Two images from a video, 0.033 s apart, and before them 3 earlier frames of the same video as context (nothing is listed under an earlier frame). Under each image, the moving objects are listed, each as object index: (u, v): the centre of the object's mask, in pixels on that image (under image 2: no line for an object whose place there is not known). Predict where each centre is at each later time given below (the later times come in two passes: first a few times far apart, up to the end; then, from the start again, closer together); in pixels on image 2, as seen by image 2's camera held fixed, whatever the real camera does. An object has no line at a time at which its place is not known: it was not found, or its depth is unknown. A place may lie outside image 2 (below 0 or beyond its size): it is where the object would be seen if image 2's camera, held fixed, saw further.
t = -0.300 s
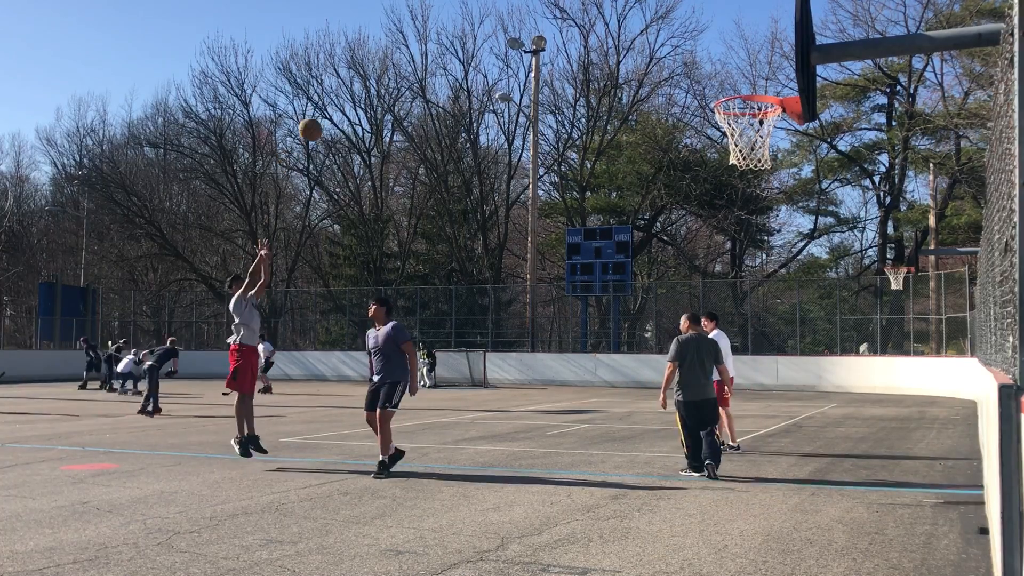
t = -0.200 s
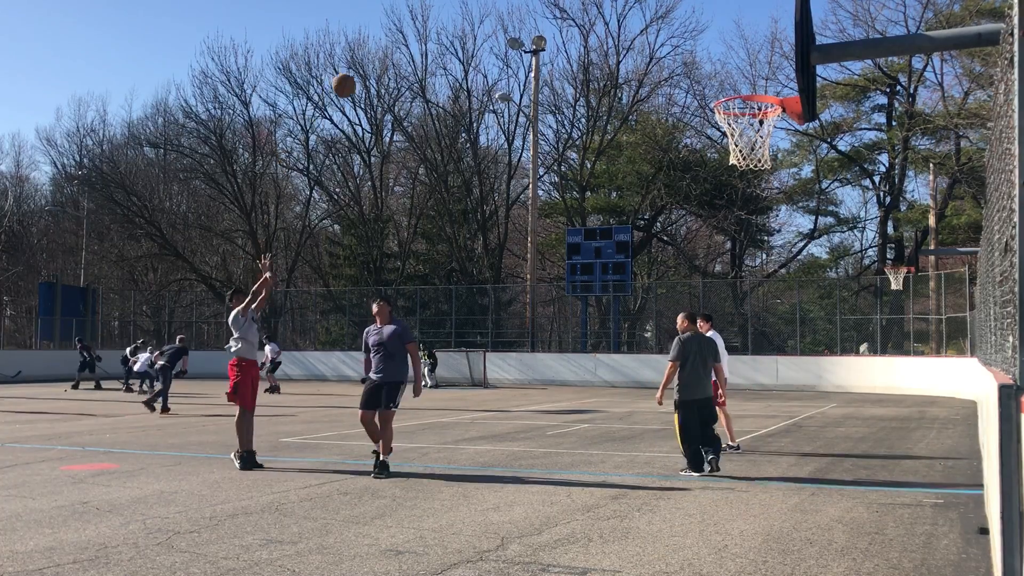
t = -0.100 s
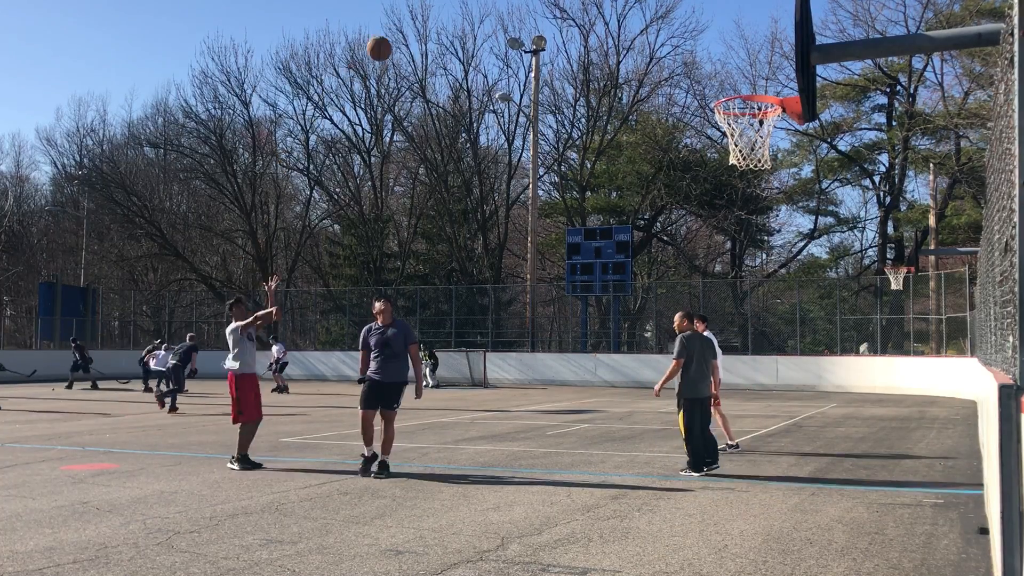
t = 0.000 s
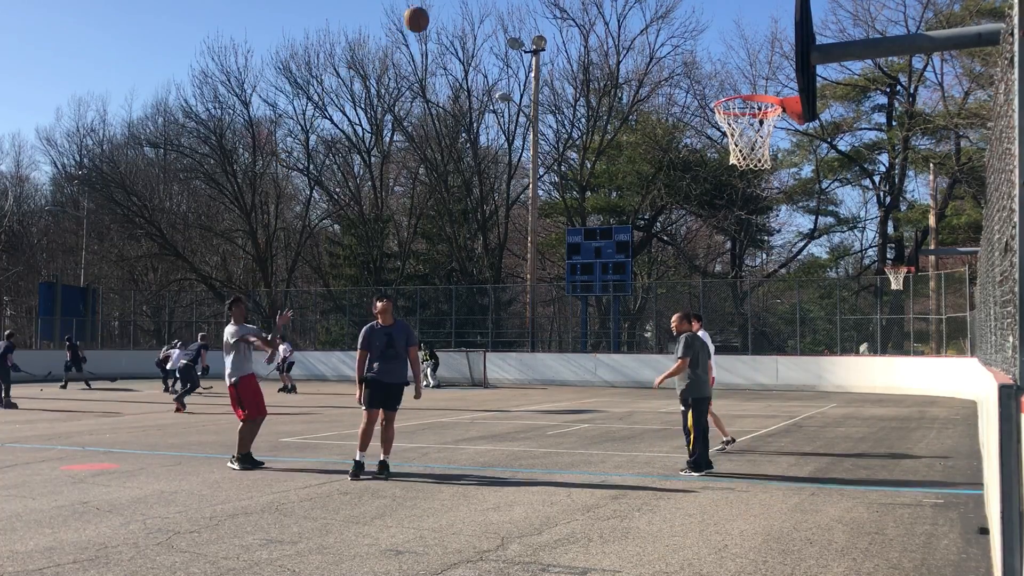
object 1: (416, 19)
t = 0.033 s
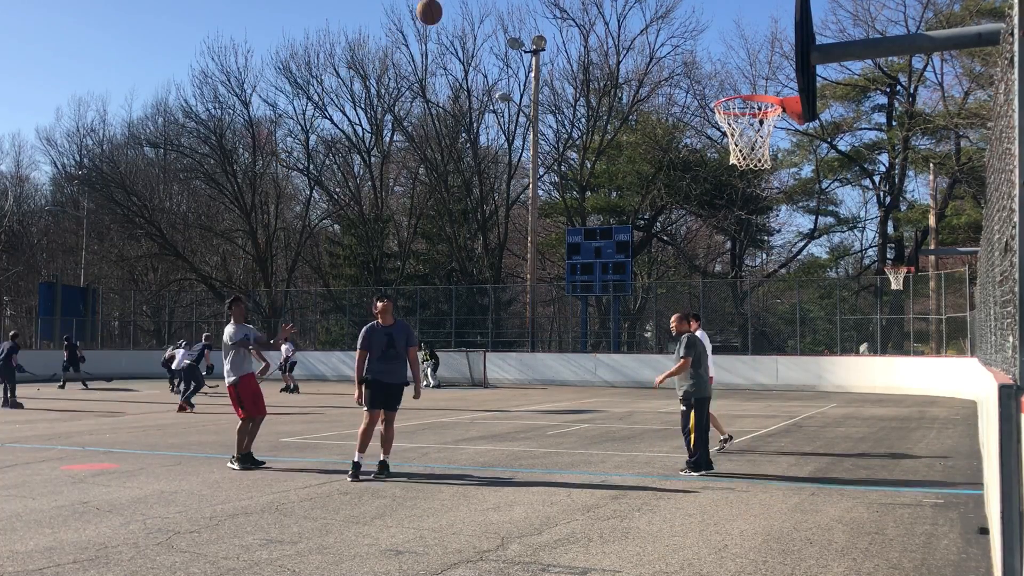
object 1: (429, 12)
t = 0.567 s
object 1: (681, 46)
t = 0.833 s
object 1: (789, 149)
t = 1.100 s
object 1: (819, 256)
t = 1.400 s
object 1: (859, 495)
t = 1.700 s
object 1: (812, 348)
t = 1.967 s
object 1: (768, 294)
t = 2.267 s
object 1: (724, 341)
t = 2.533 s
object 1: (689, 474)
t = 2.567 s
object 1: (685, 495)
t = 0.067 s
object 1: (443, 8)
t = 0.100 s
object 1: (456, 5)
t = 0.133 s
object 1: (470, 3)
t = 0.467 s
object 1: (626, 13)
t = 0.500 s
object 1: (643, 22)
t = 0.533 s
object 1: (662, 33)
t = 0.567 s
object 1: (681, 46)
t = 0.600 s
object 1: (700, 61)
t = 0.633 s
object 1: (720, 78)
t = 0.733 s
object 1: (775, 130)
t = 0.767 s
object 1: (781, 136)
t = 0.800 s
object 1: (785, 142)
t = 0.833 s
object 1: (789, 149)
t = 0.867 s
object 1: (793, 156)
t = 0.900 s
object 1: (796, 166)
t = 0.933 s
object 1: (800, 178)
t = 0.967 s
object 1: (803, 190)
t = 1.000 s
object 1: (807, 204)
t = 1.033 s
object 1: (811, 220)
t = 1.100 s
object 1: (819, 256)
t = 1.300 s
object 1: (844, 401)
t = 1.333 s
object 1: (848, 431)
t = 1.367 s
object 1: (854, 462)
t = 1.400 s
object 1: (859, 495)
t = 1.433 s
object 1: (859, 507)
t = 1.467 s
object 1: (853, 481)
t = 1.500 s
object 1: (847, 457)
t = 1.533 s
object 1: (841, 435)
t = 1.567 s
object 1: (835, 414)
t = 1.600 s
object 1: (829, 395)
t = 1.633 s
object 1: (823, 378)
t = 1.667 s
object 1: (818, 362)
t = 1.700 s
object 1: (812, 348)
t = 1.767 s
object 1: (801, 325)
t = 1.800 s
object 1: (795, 316)
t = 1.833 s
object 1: (790, 309)
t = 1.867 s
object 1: (784, 303)
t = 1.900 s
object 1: (779, 298)
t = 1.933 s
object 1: (774, 295)
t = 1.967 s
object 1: (768, 294)
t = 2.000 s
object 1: (763, 294)
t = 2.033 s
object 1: (758, 294)
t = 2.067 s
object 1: (753, 297)
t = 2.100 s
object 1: (749, 301)
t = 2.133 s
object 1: (743, 307)
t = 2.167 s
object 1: (739, 313)
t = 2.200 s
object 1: (734, 321)
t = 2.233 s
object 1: (729, 331)
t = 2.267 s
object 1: (724, 341)
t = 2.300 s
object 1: (720, 353)
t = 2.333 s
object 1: (716, 367)
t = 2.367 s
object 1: (710, 382)
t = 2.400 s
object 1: (706, 397)
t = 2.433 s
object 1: (702, 415)
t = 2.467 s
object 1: (697, 433)
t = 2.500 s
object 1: (693, 453)
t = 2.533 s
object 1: (689, 474)
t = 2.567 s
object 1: (685, 495)
